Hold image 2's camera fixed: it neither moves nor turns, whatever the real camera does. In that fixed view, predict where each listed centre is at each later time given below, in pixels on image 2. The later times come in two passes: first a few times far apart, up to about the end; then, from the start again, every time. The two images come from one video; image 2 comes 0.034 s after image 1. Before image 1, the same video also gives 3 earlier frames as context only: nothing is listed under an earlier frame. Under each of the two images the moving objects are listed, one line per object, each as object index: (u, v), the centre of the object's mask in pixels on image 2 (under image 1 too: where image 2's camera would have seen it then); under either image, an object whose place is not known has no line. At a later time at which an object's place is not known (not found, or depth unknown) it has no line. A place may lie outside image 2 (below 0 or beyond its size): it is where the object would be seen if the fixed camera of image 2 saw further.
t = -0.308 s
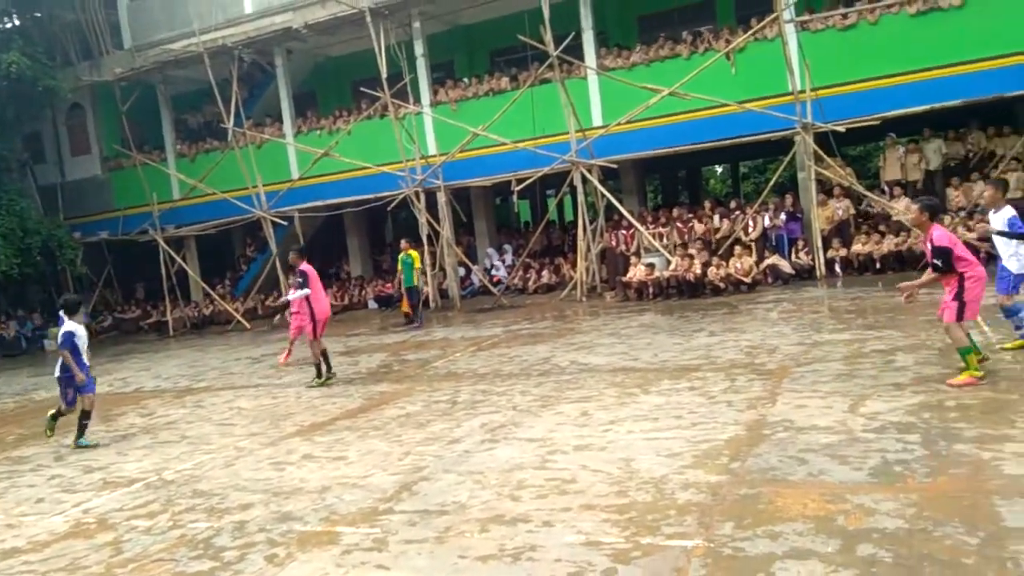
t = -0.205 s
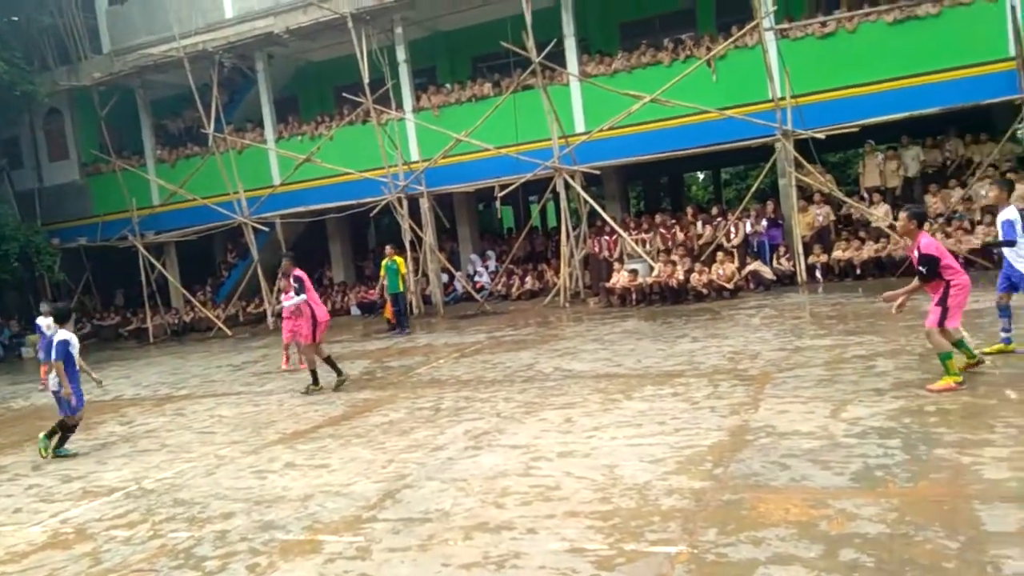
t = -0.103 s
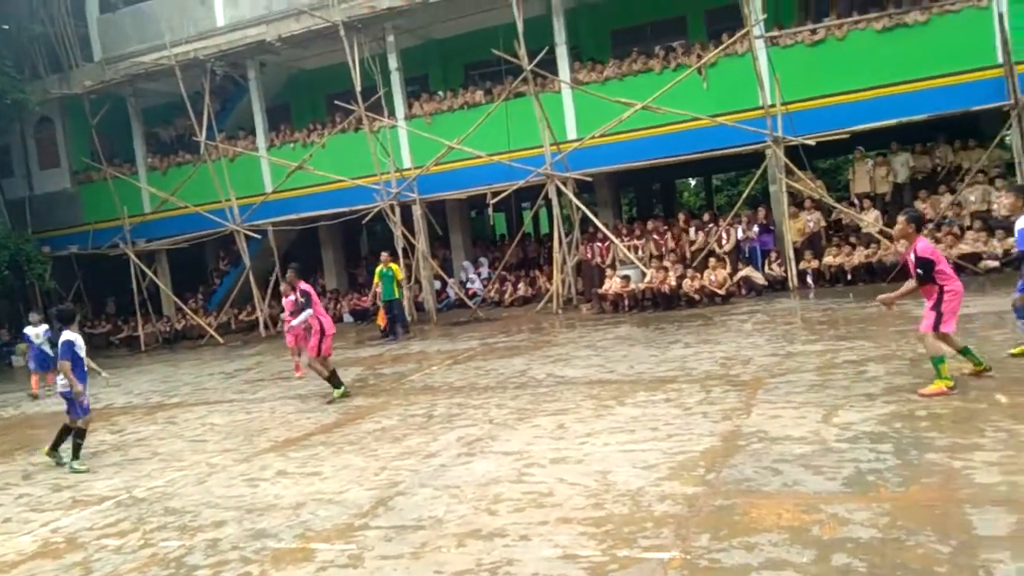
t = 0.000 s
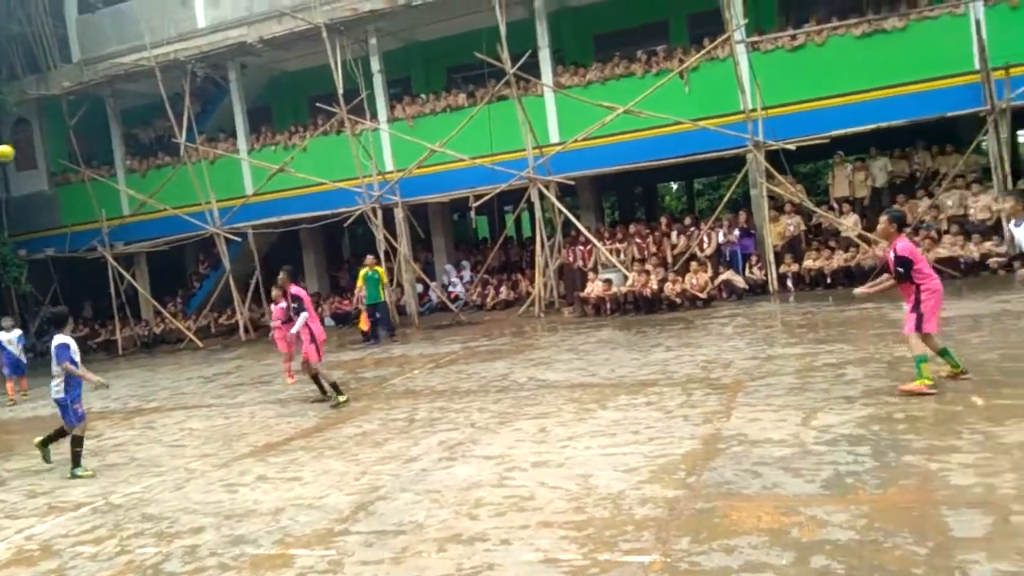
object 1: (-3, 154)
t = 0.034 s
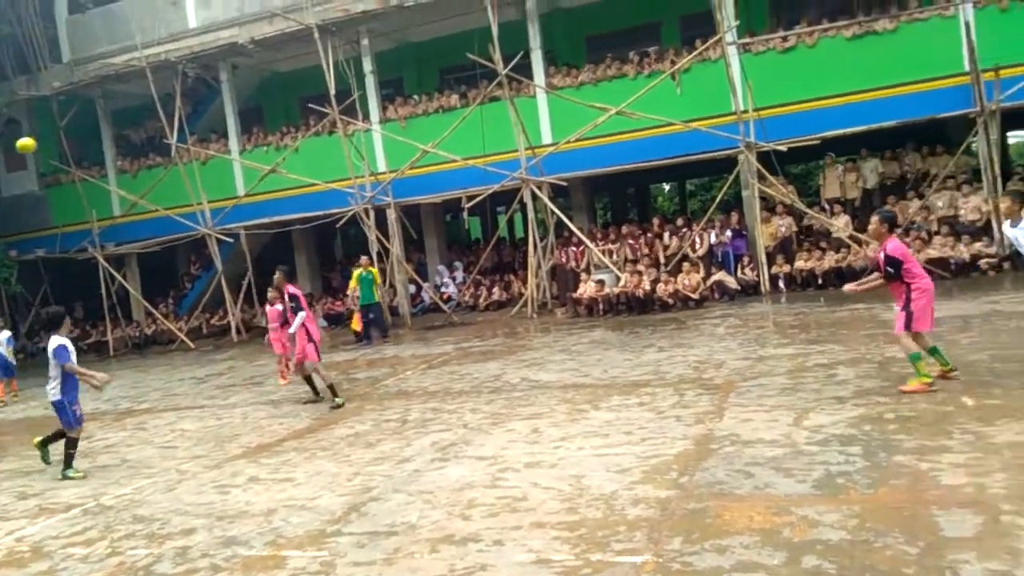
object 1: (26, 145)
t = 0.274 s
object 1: (281, 110)
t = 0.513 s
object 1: (610, 127)
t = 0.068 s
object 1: (60, 138)
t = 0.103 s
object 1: (94, 130)
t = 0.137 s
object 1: (129, 125)
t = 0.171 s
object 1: (164, 119)
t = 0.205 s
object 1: (203, 115)
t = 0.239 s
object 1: (243, 112)
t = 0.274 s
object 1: (281, 110)
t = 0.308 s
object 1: (322, 109)
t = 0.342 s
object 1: (369, 110)
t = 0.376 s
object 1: (414, 111)
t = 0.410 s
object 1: (460, 112)
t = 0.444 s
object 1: (508, 117)
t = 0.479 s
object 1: (560, 122)
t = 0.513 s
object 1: (610, 127)
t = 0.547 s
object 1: (663, 136)
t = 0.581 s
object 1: (718, 144)
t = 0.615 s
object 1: (776, 155)
